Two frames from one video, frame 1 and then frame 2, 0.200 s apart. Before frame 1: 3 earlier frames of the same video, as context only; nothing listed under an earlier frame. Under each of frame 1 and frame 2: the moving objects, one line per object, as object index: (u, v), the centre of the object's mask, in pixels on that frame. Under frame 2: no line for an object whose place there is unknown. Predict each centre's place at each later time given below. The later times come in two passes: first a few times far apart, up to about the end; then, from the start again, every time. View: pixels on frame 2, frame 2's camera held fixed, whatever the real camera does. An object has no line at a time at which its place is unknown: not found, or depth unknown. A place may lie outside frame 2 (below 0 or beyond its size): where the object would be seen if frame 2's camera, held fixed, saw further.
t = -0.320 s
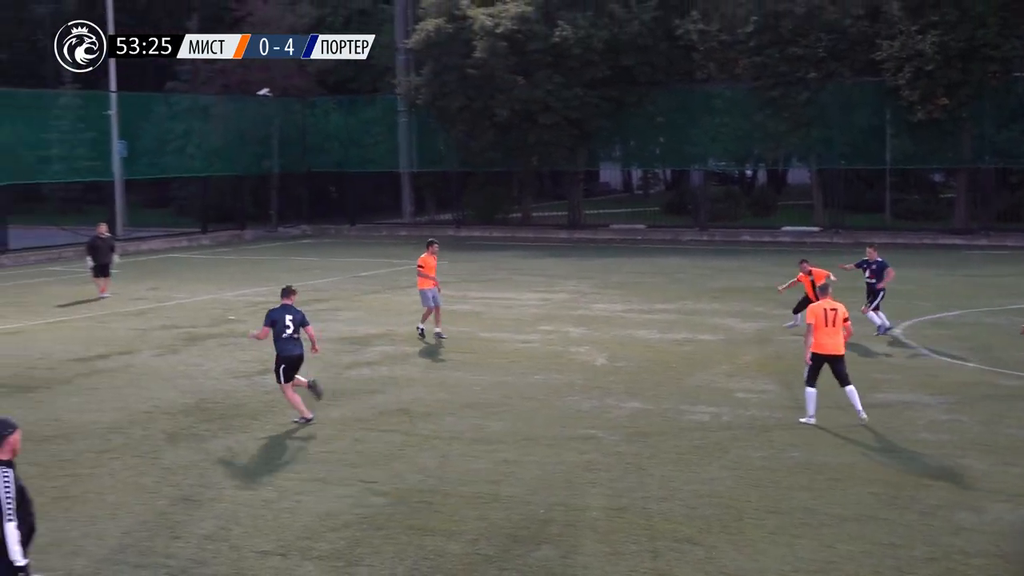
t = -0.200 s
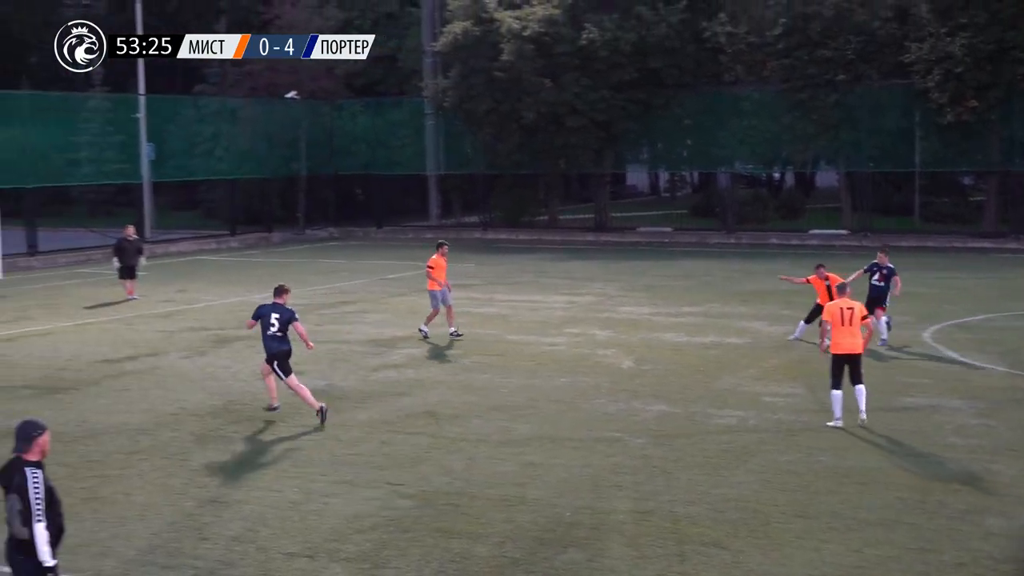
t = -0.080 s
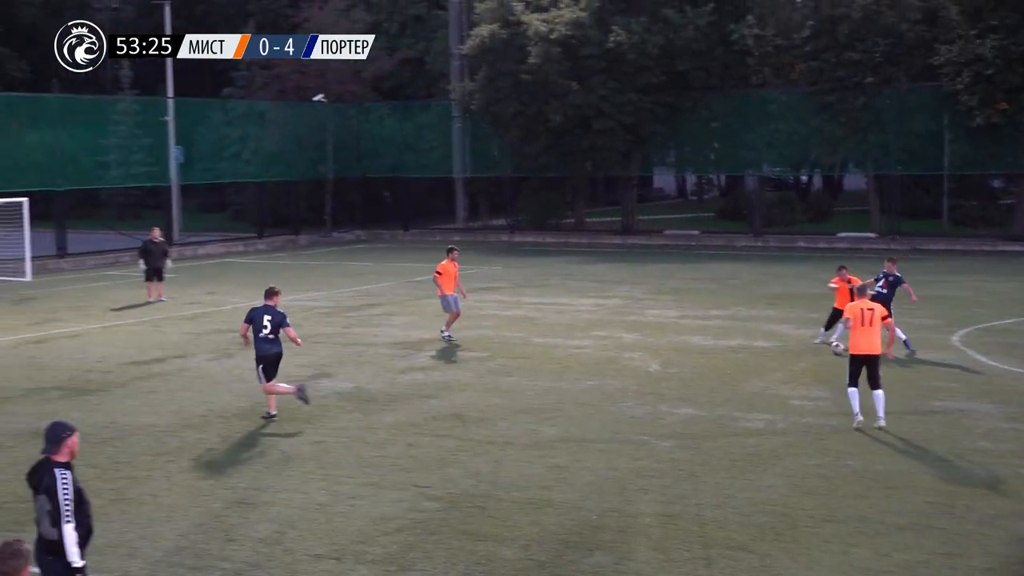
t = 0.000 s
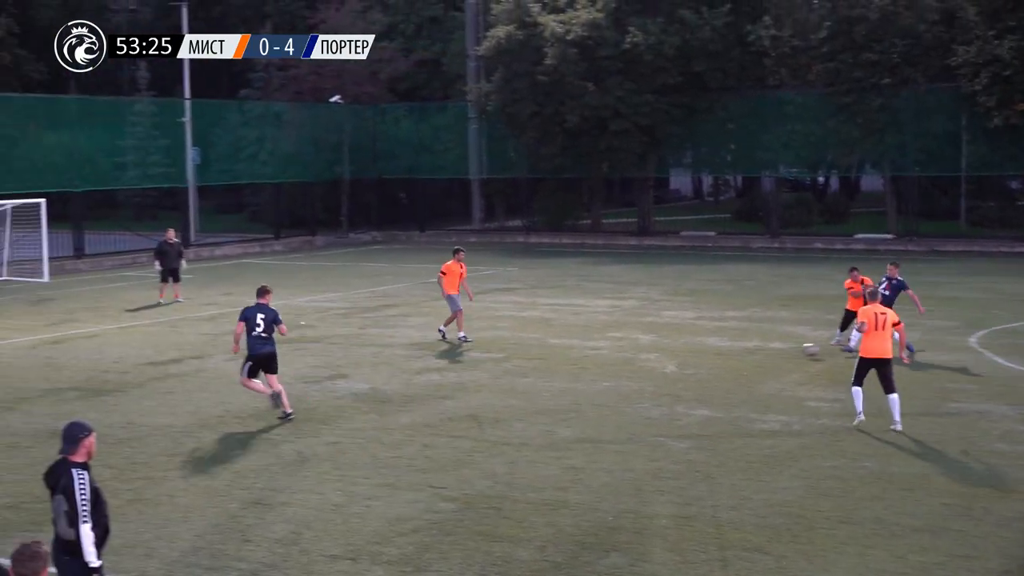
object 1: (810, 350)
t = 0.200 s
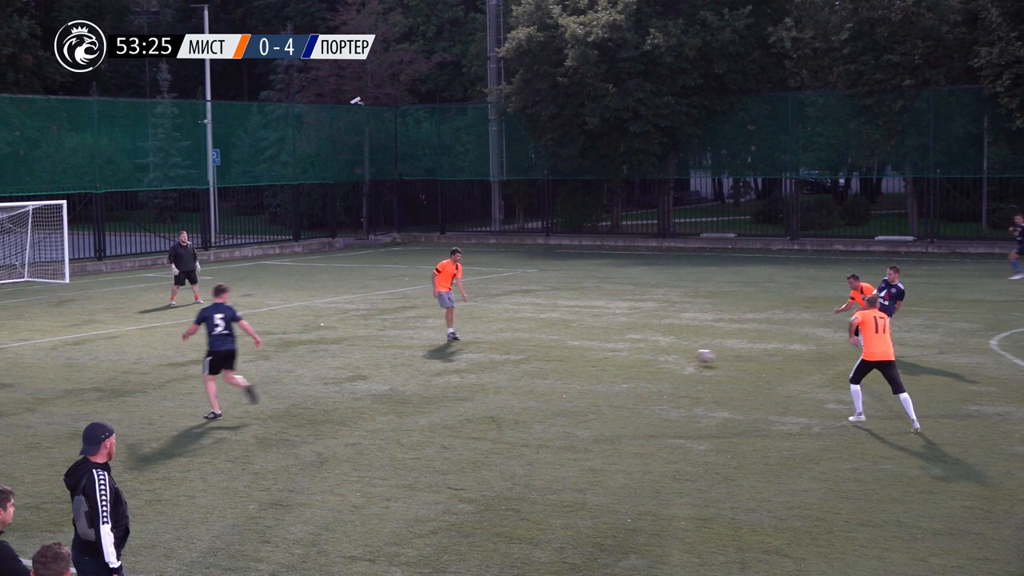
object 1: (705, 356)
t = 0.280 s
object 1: (661, 355)
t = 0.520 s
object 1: (530, 362)
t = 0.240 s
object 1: (683, 355)
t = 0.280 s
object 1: (661, 355)
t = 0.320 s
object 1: (638, 356)
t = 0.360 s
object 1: (618, 358)
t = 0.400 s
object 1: (595, 363)
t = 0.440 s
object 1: (573, 364)
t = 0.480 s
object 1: (552, 362)
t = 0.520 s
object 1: (530, 362)
